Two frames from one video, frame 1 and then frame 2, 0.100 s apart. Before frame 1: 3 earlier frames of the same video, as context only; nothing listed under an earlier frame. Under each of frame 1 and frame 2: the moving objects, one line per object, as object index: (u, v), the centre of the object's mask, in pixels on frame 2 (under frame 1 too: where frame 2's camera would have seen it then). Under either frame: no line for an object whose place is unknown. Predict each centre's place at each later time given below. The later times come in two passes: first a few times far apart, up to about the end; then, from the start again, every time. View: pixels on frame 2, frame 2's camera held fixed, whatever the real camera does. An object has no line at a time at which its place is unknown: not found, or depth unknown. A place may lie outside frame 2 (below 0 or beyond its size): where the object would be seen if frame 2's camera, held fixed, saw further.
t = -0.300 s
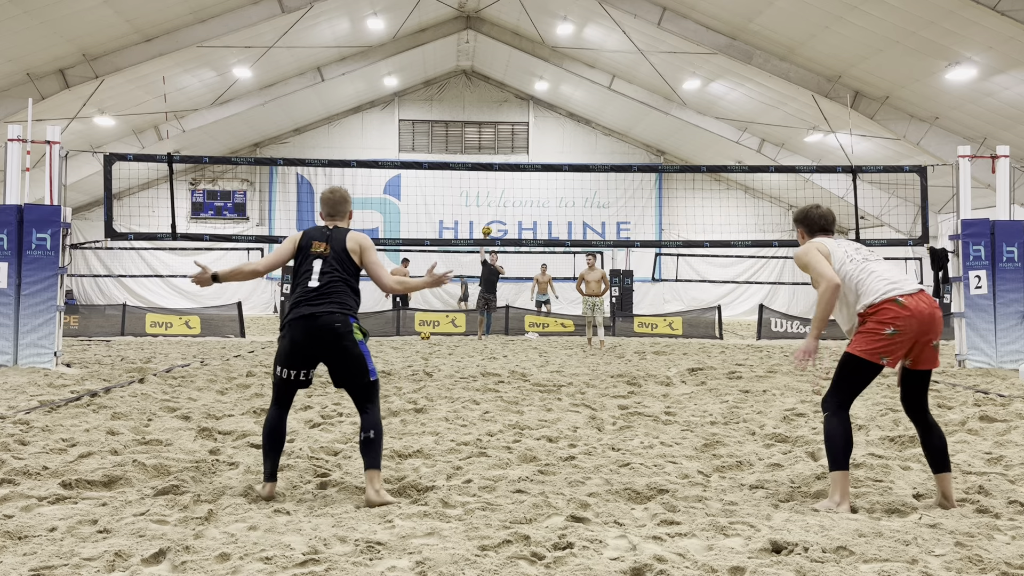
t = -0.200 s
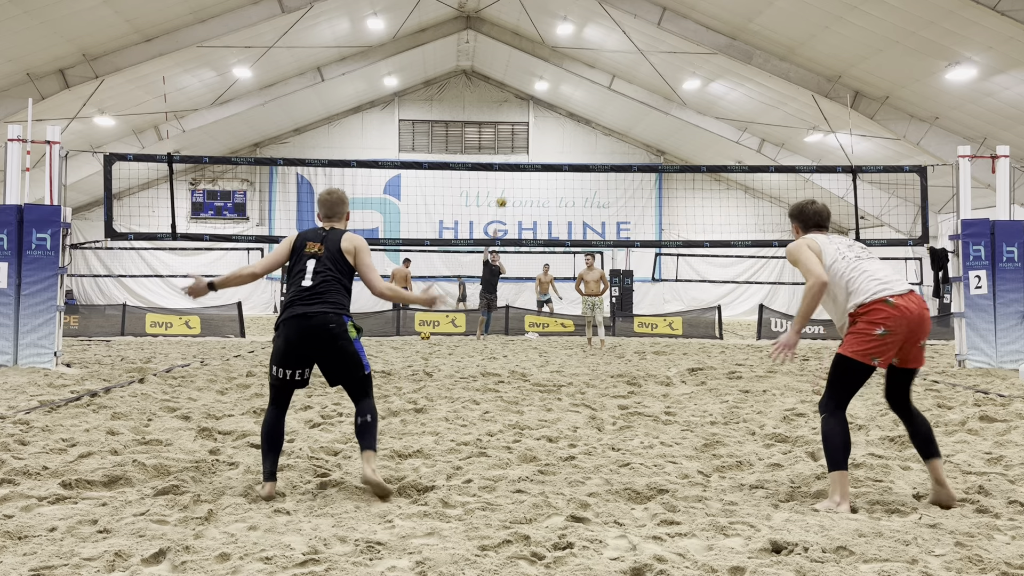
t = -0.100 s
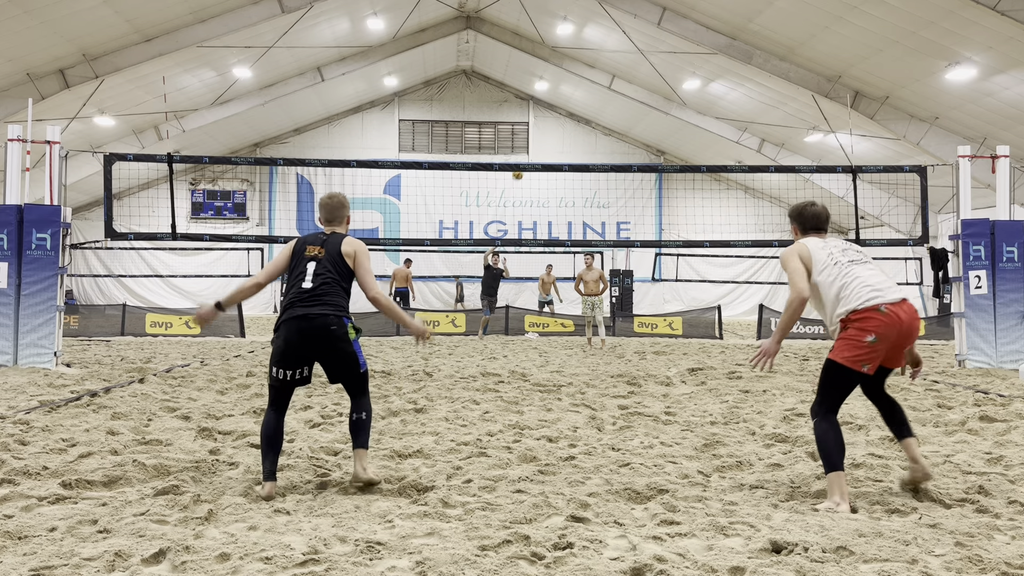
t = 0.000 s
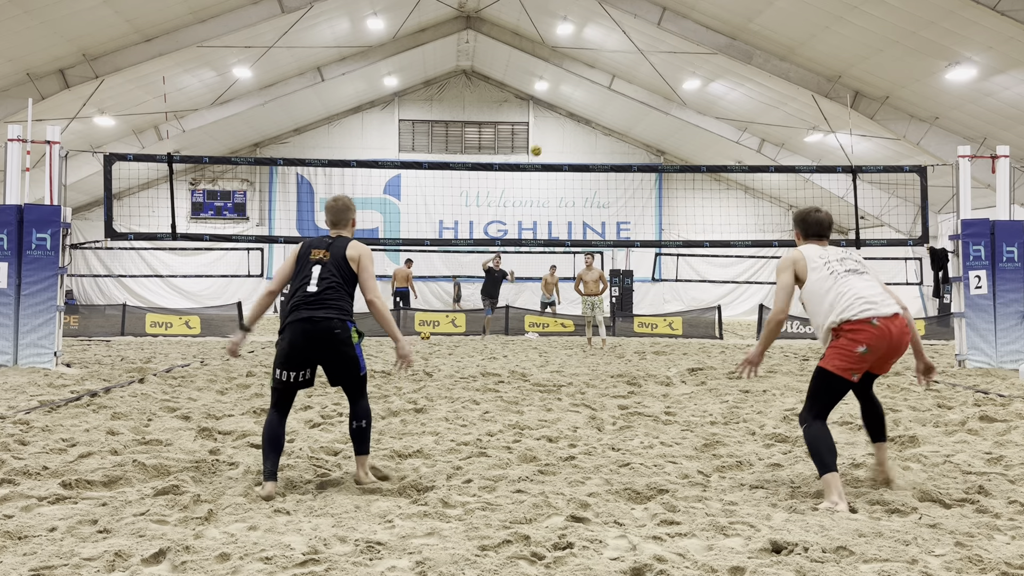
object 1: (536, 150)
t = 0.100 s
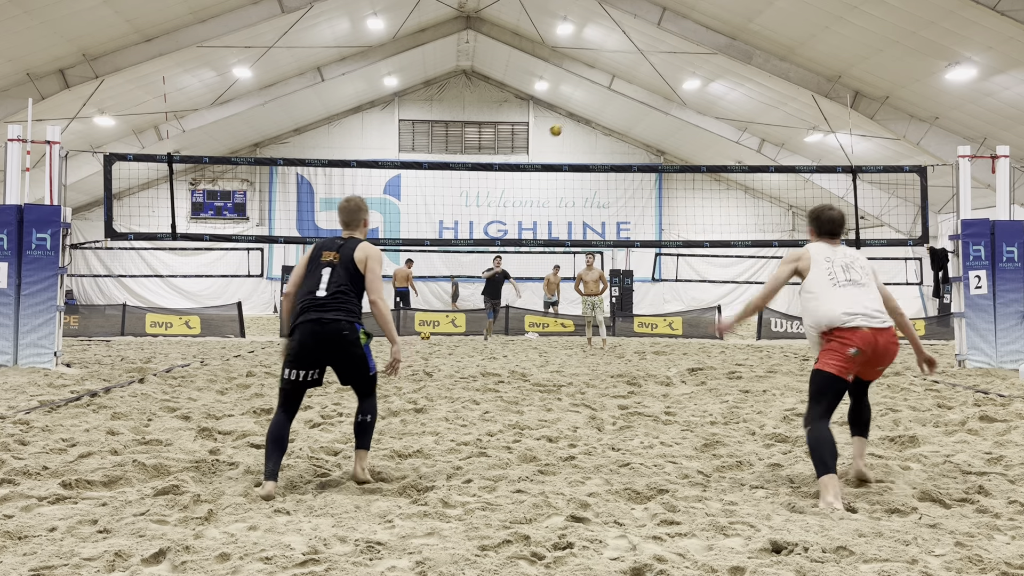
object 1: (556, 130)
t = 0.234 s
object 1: (584, 111)
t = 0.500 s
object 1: (658, 102)
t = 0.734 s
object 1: (739, 143)
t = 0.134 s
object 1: (562, 125)
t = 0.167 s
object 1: (570, 119)
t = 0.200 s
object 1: (577, 115)
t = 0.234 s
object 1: (584, 111)
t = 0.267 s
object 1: (592, 108)
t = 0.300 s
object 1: (601, 104)
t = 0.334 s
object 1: (610, 102)
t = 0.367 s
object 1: (619, 100)
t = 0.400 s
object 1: (628, 100)
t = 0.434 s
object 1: (638, 99)
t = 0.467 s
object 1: (648, 100)
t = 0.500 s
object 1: (658, 102)
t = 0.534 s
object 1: (668, 105)
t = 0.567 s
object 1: (679, 108)
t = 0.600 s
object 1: (690, 113)
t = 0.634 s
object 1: (701, 119)
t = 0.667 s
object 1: (714, 126)
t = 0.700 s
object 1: (726, 134)
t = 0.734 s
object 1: (739, 143)
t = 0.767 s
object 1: (752, 153)
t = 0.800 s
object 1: (765, 164)
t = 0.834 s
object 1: (780, 175)
